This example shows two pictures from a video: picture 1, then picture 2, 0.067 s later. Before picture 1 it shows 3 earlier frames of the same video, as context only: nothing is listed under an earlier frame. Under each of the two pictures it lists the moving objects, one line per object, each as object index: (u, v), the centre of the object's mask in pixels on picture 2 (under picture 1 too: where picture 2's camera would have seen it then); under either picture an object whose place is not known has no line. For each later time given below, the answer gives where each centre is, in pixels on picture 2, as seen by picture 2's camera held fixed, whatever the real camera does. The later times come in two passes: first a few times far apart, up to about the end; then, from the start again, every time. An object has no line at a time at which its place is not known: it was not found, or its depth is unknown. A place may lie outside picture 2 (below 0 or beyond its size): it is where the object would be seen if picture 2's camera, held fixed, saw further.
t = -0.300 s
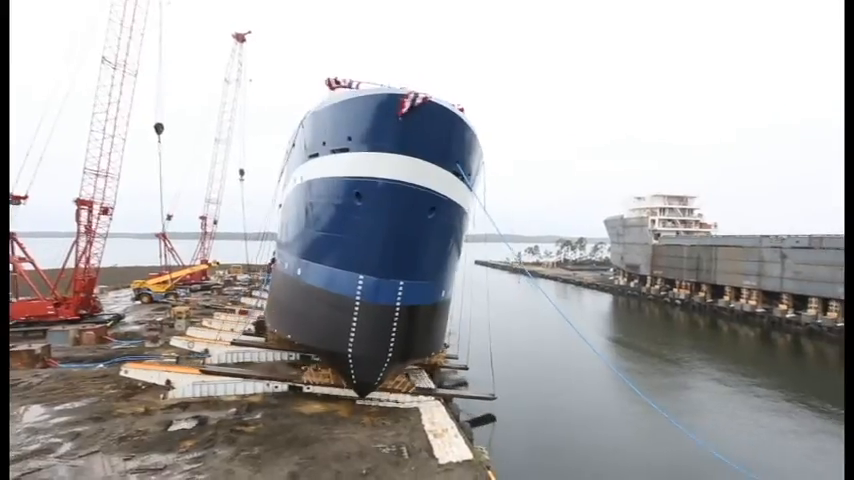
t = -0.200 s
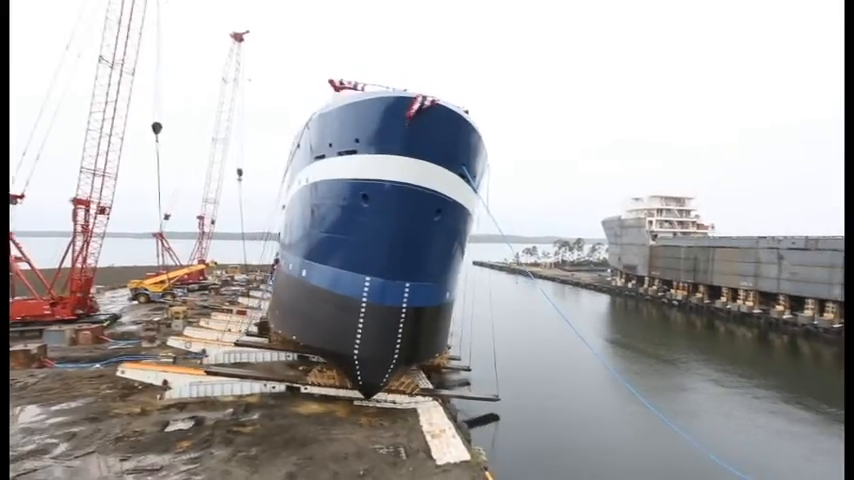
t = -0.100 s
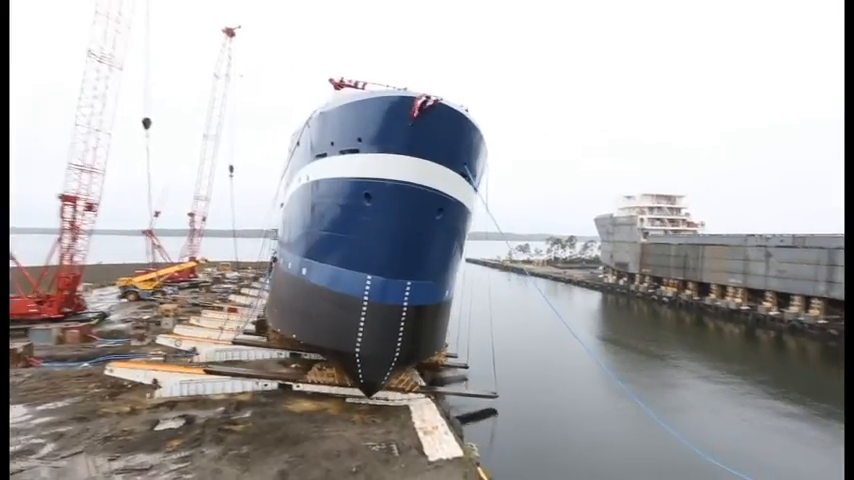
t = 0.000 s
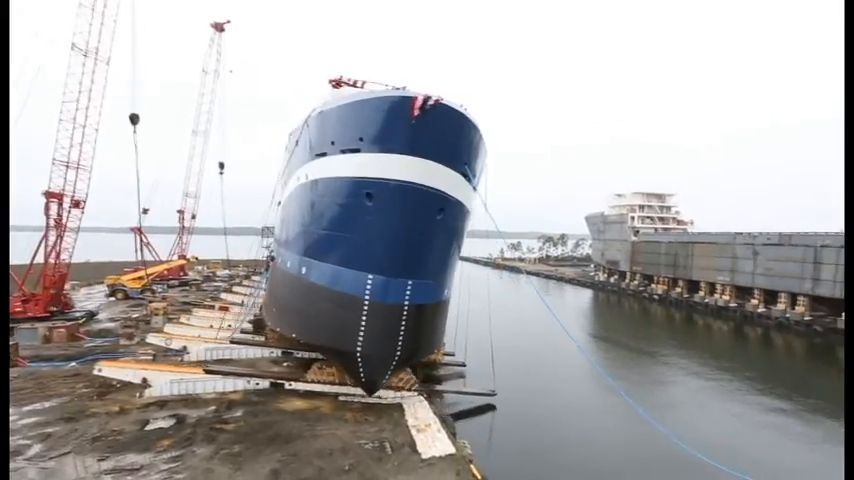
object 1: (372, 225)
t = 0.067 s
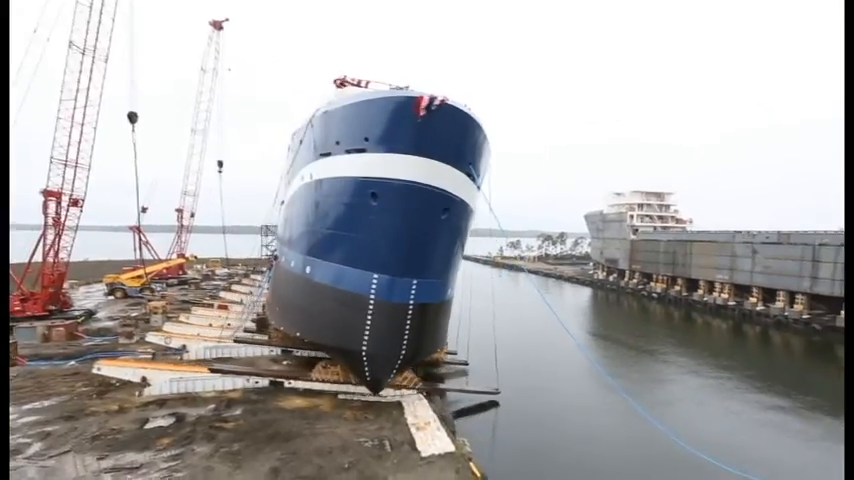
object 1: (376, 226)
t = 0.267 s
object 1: (387, 226)
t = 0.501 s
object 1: (402, 228)
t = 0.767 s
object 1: (419, 231)
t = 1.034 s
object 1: (436, 236)
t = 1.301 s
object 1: (454, 242)
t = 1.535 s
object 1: (469, 248)
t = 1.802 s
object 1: (484, 254)
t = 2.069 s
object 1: (498, 262)
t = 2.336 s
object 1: (510, 267)
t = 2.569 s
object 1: (519, 270)
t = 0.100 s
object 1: (377, 226)
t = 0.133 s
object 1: (380, 226)
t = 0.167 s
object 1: (382, 227)
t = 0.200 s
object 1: (384, 226)
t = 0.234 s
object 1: (386, 226)
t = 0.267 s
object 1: (387, 226)
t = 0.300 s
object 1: (390, 226)
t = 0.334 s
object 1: (392, 226)
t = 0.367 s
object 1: (394, 226)
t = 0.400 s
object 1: (396, 227)
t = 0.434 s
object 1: (398, 227)
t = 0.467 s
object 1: (400, 227)
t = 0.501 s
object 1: (402, 228)
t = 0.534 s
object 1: (404, 228)
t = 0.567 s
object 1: (407, 228)
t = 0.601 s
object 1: (409, 229)
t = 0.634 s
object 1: (411, 229)
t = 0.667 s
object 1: (413, 230)
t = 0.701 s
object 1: (415, 230)
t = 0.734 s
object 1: (417, 231)
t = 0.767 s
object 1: (419, 231)
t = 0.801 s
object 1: (421, 232)
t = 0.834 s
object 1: (423, 232)
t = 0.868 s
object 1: (425, 233)
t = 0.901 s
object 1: (428, 233)
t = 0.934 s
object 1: (430, 234)
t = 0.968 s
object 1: (432, 235)
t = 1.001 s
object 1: (434, 235)
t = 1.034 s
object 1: (436, 236)
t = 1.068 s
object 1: (438, 237)
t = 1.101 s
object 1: (440, 238)
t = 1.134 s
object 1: (443, 238)
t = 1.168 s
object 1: (445, 239)
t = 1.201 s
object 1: (447, 240)
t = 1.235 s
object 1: (450, 240)
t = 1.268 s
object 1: (452, 241)
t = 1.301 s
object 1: (454, 242)
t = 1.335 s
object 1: (456, 242)
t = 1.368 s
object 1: (458, 243)
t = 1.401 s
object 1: (460, 244)
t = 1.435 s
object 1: (463, 245)
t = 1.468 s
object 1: (465, 246)
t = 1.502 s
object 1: (466, 247)
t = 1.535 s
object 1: (469, 248)
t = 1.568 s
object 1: (471, 249)
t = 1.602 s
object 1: (473, 250)
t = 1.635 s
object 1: (475, 250)
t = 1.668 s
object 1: (477, 251)
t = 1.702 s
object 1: (478, 252)
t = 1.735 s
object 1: (480, 253)
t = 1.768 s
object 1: (482, 254)
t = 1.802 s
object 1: (484, 254)
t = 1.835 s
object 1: (486, 255)
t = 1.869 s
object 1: (488, 256)
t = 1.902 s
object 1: (490, 257)
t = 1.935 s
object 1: (491, 259)
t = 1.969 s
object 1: (493, 260)
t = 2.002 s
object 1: (495, 261)
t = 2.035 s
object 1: (497, 261)
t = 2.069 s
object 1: (498, 262)
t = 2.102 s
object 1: (500, 263)
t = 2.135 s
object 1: (502, 264)
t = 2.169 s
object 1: (503, 264)
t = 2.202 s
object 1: (505, 265)
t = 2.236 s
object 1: (506, 265)
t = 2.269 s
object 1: (507, 266)
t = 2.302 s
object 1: (508, 267)
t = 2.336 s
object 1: (510, 267)
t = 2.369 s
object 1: (511, 268)
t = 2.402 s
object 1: (513, 268)
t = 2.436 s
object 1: (514, 269)
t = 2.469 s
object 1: (515, 269)
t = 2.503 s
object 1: (517, 269)
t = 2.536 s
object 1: (518, 270)
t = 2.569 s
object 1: (519, 270)
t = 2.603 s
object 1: (520, 271)
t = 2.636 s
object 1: (521, 271)
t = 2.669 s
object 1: (522, 271)
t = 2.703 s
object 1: (524, 272)
